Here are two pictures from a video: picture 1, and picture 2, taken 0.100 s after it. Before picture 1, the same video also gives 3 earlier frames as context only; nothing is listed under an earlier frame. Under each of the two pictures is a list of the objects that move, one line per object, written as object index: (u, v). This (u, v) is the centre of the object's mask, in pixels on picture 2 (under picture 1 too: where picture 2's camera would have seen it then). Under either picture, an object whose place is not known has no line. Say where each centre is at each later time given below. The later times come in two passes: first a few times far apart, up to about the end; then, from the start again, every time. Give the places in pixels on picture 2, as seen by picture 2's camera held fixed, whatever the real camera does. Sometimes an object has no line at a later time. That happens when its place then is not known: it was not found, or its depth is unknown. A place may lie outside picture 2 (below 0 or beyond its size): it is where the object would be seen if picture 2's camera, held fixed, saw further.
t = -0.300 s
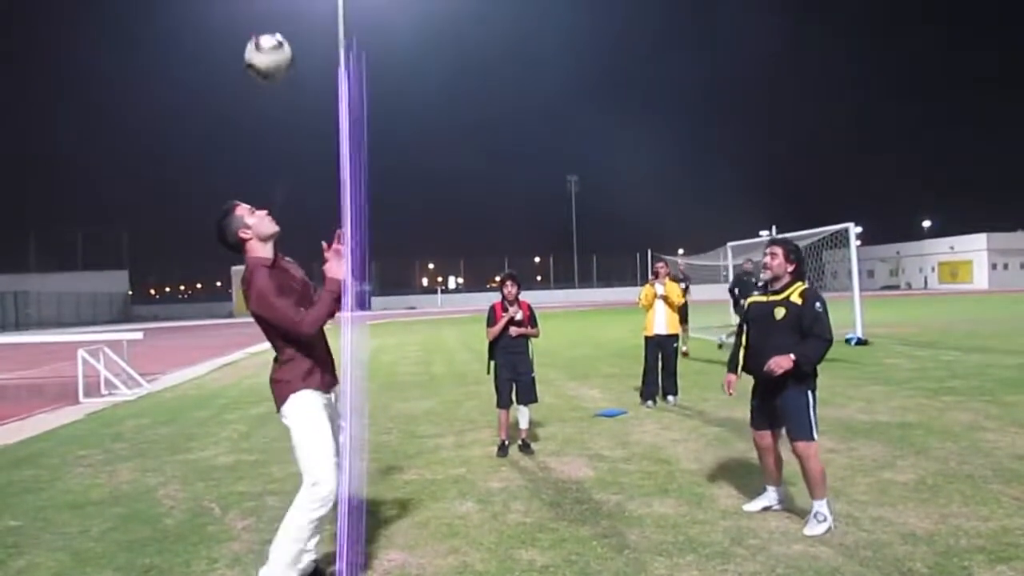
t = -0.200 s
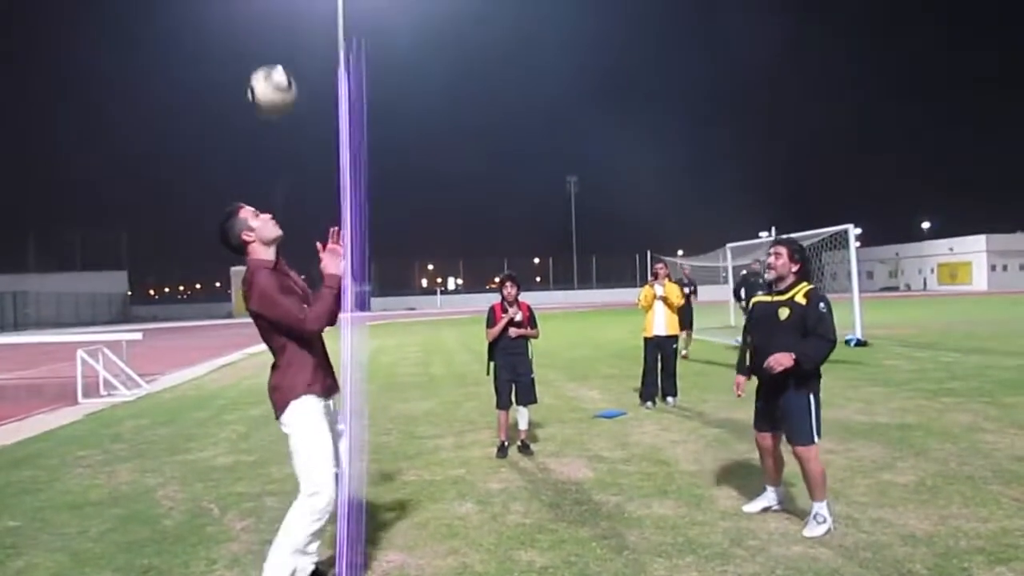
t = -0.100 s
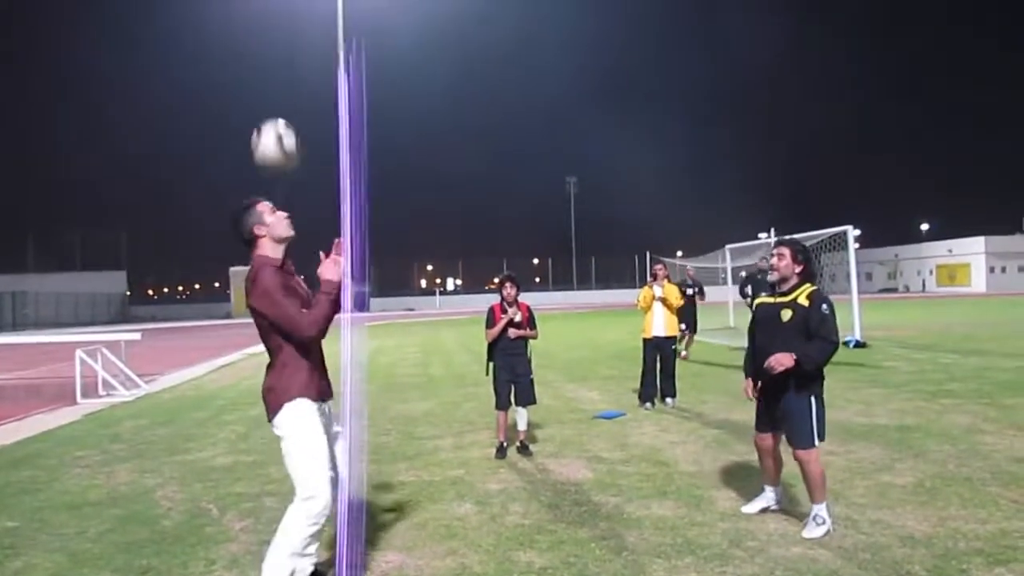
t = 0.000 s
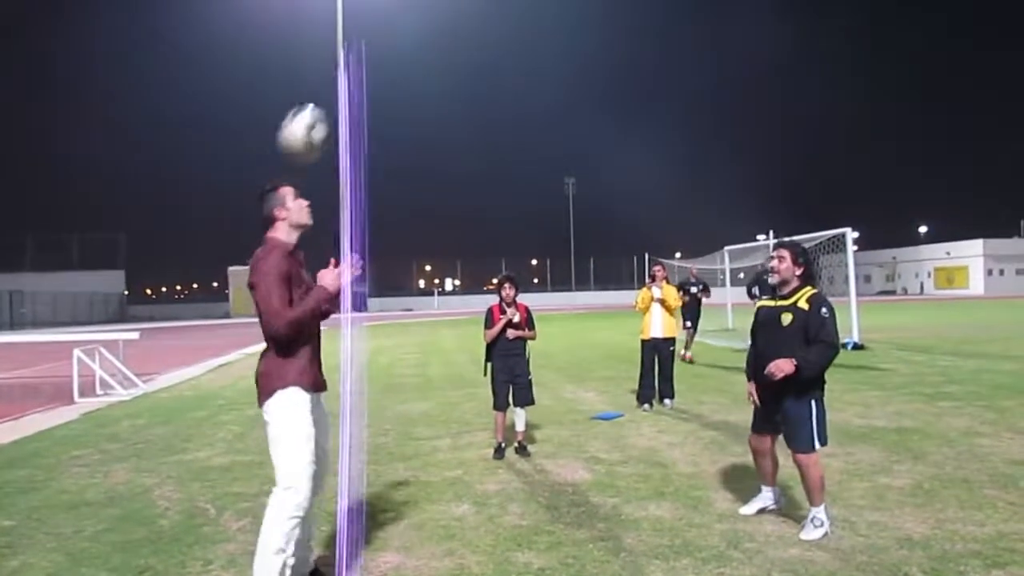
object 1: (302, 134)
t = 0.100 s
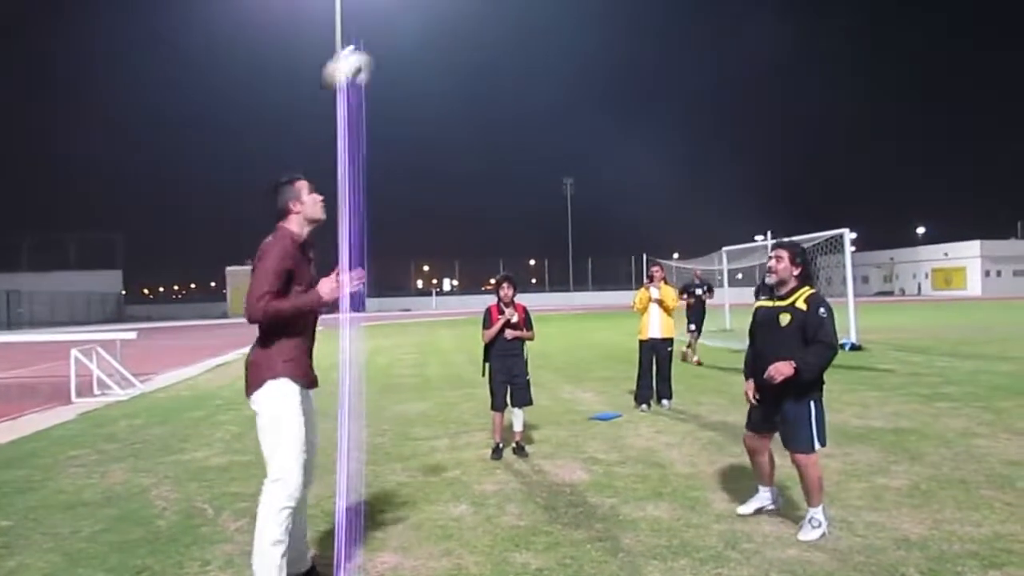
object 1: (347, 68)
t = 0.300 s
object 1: (439, 21)
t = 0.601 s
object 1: (559, 91)
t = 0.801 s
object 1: (633, 223)
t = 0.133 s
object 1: (365, 54)
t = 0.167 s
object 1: (379, 46)
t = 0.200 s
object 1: (396, 34)
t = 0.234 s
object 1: (410, 27)
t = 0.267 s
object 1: (424, 22)
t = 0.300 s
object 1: (439, 21)
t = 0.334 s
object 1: (452, 21)
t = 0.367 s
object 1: (466, 23)
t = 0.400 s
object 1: (480, 26)
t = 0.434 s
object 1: (493, 32)
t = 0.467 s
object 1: (507, 40)
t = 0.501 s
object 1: (520, 50)
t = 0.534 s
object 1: (533, 61)
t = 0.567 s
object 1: (546, 76)
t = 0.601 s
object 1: (559, 91)
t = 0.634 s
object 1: (571, 108)
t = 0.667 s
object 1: (584, 129)
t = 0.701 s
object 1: (596, 149)
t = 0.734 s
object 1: (609, 172)
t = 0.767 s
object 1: (621, 198)
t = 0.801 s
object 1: (633, 223)
